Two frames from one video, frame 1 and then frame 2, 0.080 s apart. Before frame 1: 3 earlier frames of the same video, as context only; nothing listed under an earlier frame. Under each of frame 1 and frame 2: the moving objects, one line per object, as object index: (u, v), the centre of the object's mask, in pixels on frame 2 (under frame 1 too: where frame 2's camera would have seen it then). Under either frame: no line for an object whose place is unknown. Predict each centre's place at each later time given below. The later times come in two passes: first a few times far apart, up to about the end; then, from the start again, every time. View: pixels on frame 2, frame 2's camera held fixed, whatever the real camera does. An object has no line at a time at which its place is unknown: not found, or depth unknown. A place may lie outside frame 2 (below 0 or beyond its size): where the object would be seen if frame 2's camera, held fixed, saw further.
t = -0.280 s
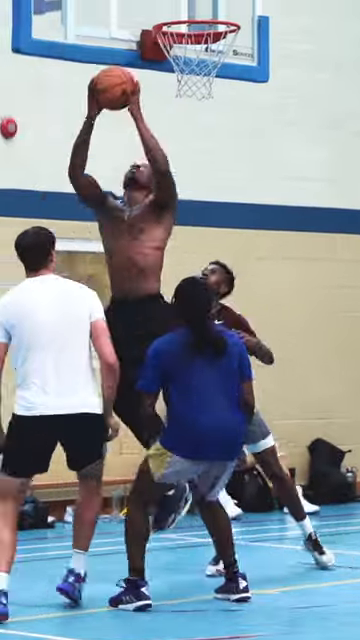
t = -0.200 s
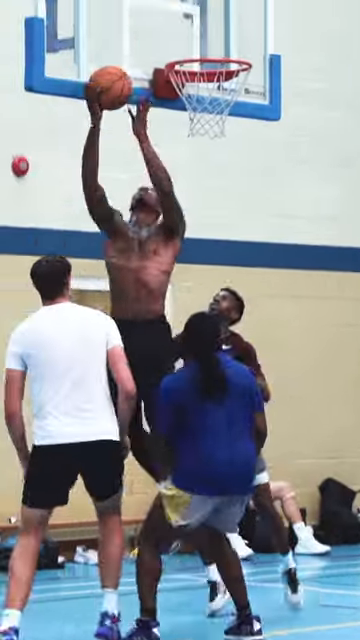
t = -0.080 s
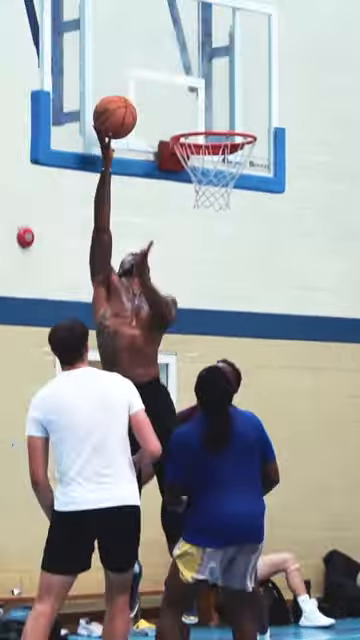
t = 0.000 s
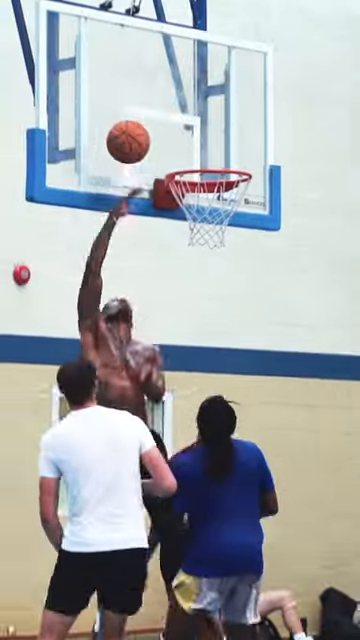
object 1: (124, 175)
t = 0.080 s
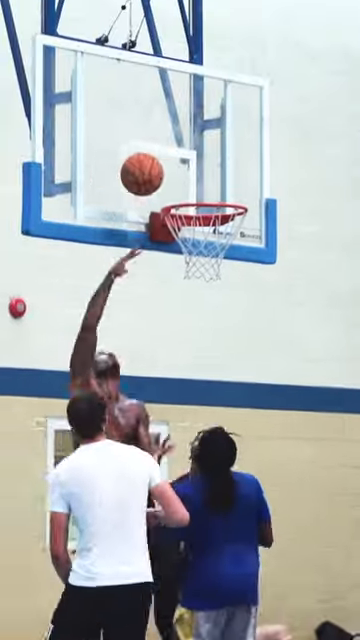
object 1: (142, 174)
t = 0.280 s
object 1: (163, 179)
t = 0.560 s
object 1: (176, 189)
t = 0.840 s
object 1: (215, 263)
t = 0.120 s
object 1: (150, 177)
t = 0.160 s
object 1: (158, 183)
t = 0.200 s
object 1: (162, 184)
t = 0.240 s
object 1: (163, 180)
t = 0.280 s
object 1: (163, 179)
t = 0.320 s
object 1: (164, 180)
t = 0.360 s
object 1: (165, 185)
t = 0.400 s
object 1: (167, 185)
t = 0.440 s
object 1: (169, 183)
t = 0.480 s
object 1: (172, 183)
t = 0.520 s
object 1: (174, 185)
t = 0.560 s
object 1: (176, 189)
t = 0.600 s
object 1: (182, 190)
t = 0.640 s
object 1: (188, 192)
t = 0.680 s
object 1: (194, 207)
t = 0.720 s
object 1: (199, 218)
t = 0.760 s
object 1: (205, 231)
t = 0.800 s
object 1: (211, 247)
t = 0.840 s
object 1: (215, 263)
